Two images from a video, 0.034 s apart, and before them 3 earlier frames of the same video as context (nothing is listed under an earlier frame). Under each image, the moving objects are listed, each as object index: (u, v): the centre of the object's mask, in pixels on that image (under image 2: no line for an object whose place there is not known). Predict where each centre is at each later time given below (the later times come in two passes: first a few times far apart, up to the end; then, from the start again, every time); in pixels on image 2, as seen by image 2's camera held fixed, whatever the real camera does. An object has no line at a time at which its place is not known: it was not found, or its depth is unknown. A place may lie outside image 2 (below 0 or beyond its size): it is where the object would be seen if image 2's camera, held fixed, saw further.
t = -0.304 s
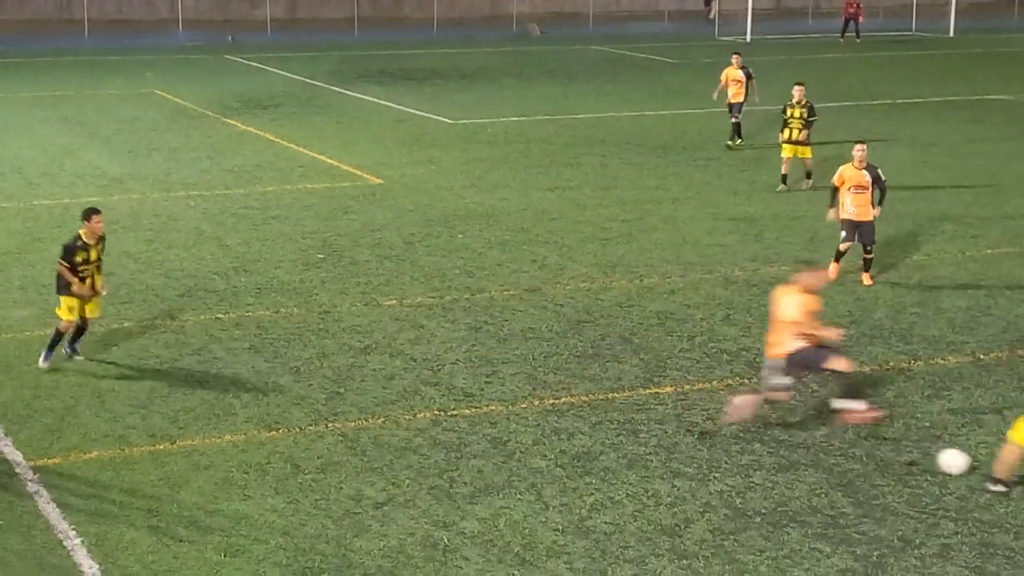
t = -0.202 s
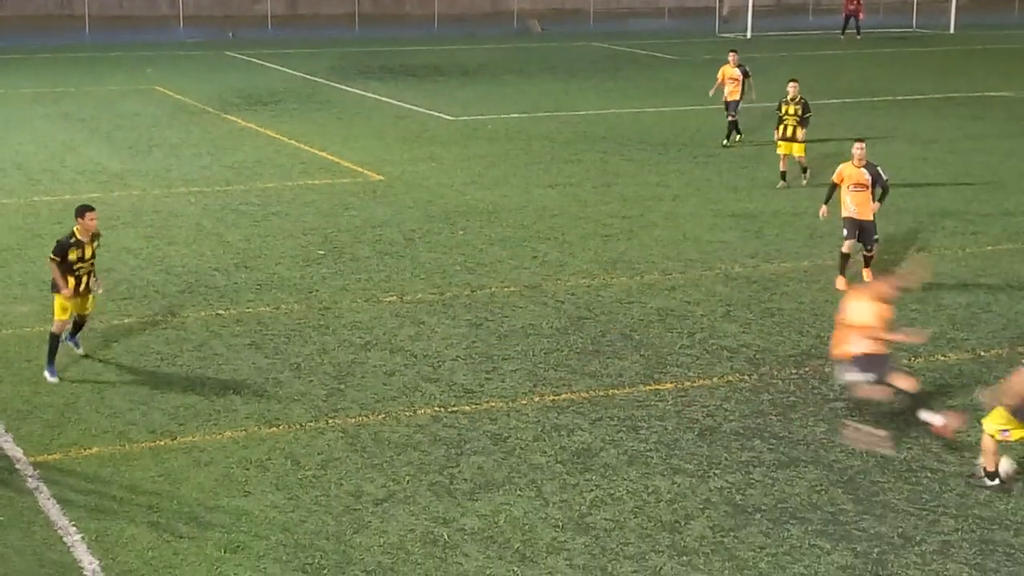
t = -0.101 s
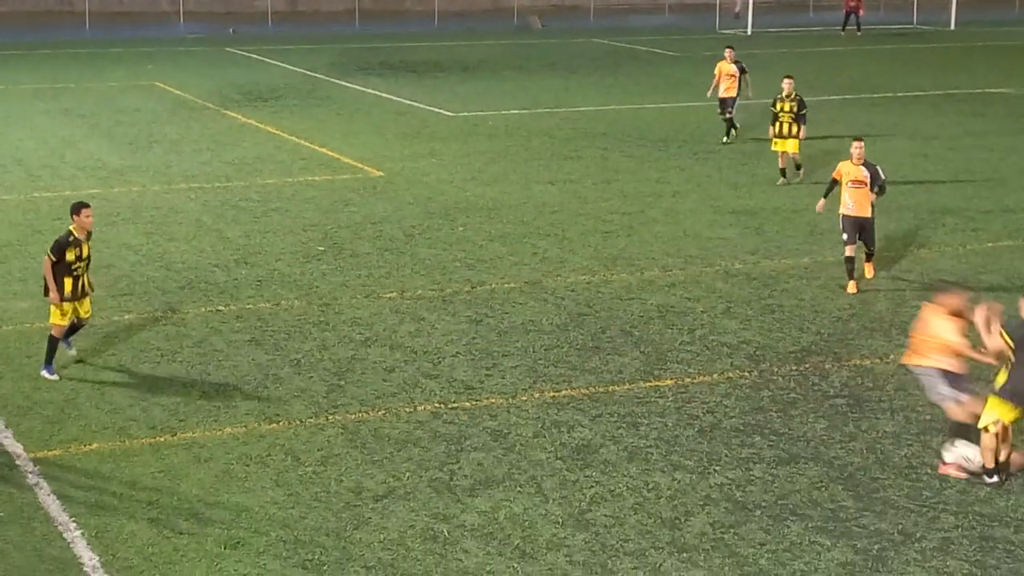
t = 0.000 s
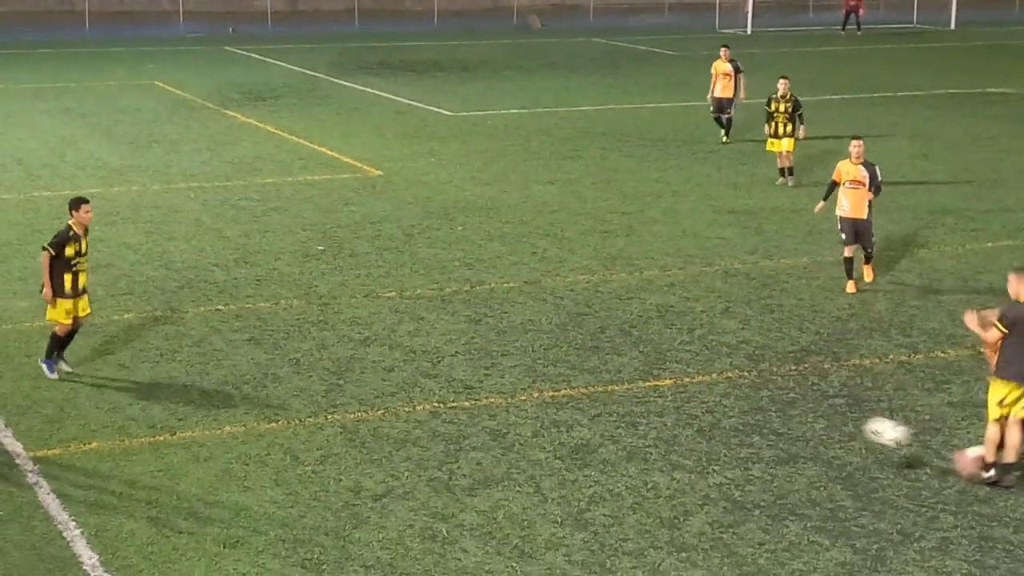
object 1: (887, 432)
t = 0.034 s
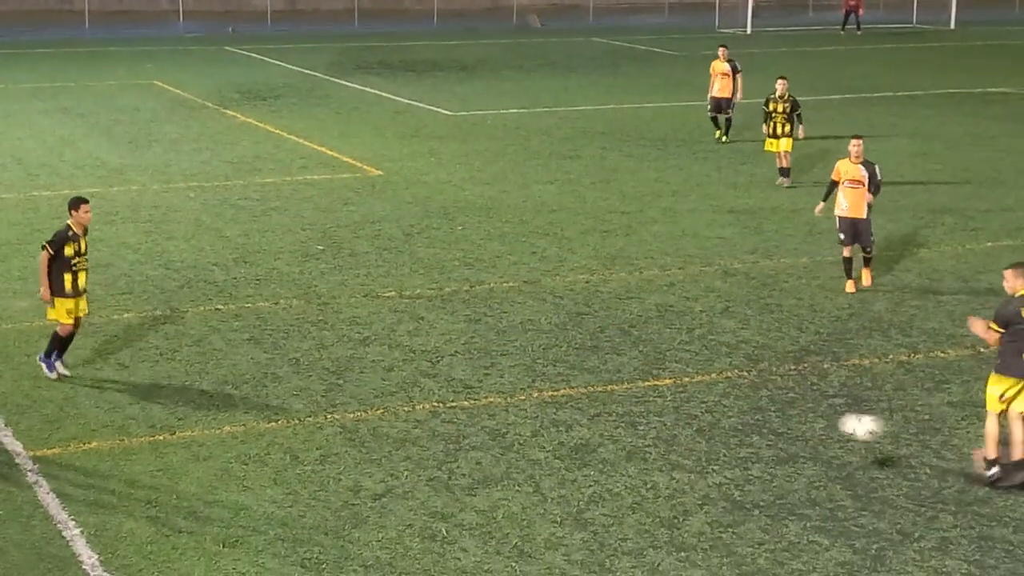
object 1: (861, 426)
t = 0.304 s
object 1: (648, 438)
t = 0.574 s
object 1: (470, 480)
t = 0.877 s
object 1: (342, 506)
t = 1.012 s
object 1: (288, 512)
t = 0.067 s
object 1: (835, 423)
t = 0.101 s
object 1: (807, 422)
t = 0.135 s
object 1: (781, 421)
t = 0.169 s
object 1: (755, 421)
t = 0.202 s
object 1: (728, 424)
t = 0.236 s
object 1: (701, 427)
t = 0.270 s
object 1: (674, 431)
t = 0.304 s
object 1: (648, 438)
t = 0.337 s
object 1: (620, 447)
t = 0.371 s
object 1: (593, 455)
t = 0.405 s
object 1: (568, 467)
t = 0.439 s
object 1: (541, 479)
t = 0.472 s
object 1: (513, 491)
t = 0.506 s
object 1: (498, 490)
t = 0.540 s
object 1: (484, 484)
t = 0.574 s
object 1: (470, 480)
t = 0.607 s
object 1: (455, 477)
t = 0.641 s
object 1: (441, 474)
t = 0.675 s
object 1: (428, 474)
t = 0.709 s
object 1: (413, 475)
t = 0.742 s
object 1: (399, 478)
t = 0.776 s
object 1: (386, 483)
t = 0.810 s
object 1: (370, 489)
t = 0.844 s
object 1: (356, 497)
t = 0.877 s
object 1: (342, 506)
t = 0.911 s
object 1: (328, 515)
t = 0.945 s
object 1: (314, 519)
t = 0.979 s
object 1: (301, 515)
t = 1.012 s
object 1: (288, 512)
